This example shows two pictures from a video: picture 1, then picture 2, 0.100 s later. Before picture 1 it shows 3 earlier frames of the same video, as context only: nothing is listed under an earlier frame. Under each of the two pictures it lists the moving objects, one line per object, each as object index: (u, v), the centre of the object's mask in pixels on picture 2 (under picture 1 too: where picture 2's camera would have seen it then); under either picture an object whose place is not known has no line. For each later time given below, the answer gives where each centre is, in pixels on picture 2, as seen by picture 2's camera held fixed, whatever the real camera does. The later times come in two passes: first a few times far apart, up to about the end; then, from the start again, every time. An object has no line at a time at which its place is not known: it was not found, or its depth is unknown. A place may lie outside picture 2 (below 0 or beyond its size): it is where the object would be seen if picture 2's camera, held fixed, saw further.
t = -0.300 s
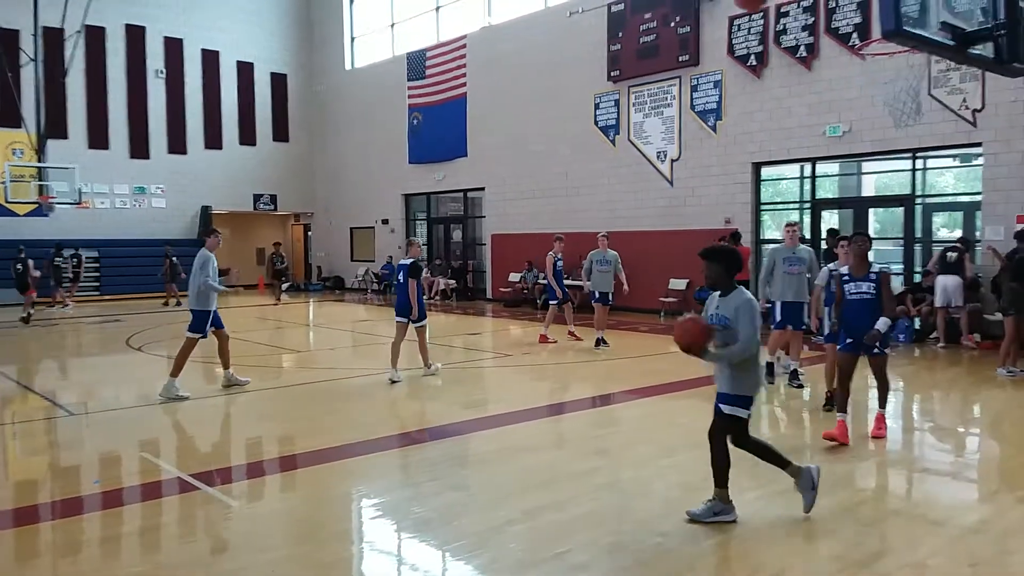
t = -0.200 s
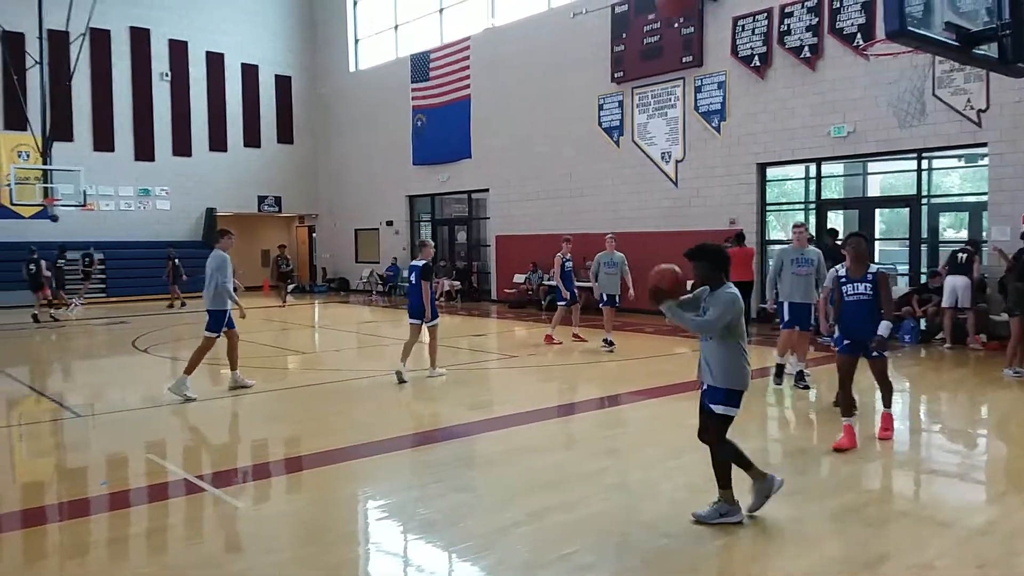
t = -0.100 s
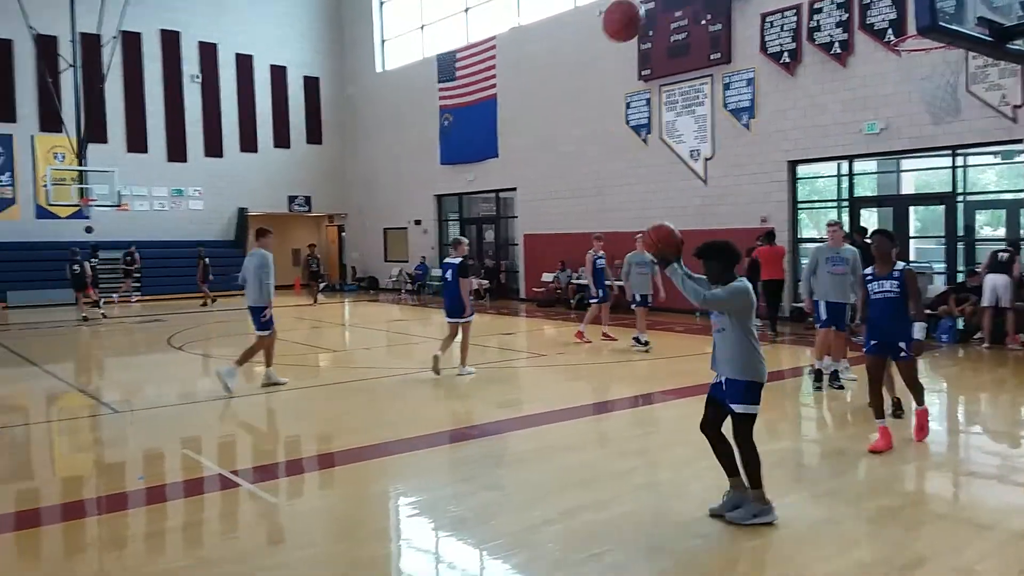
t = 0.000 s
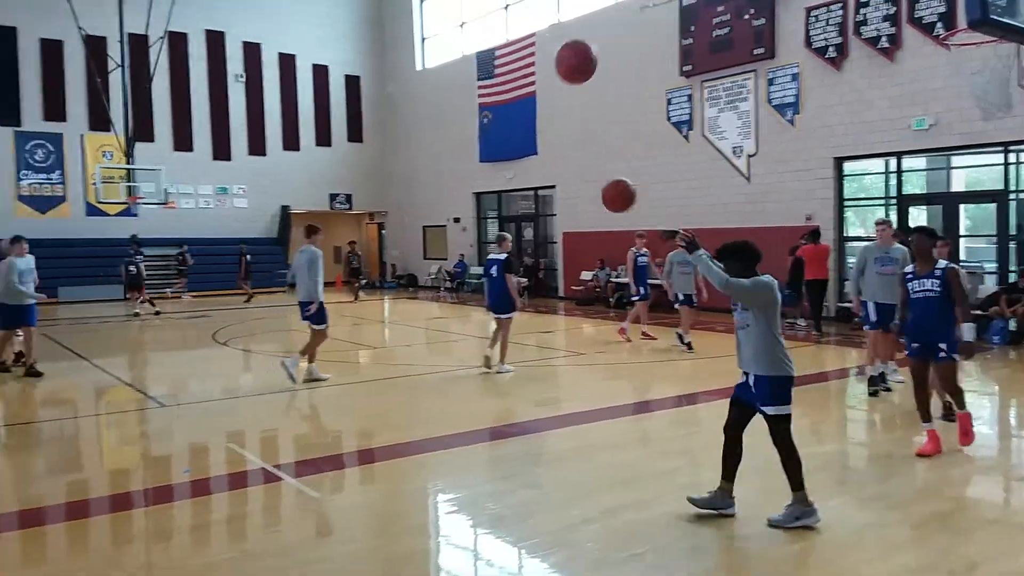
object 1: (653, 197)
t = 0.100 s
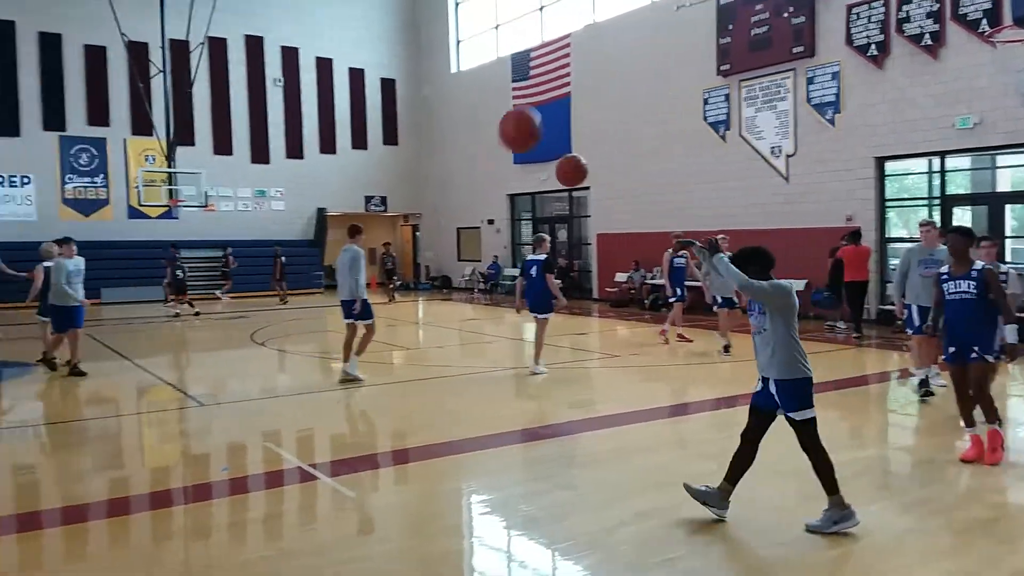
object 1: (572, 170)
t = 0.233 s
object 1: (479, 160)
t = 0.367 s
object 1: (404, 171)
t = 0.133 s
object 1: (547, 166)
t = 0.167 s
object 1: (523, 162)
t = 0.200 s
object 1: (501, 161)
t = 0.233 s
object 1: (479, 160)
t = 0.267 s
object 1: (460, 161)
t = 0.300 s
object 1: (441, 163)
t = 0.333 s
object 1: (422, 167)
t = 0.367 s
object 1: (404, 171)
